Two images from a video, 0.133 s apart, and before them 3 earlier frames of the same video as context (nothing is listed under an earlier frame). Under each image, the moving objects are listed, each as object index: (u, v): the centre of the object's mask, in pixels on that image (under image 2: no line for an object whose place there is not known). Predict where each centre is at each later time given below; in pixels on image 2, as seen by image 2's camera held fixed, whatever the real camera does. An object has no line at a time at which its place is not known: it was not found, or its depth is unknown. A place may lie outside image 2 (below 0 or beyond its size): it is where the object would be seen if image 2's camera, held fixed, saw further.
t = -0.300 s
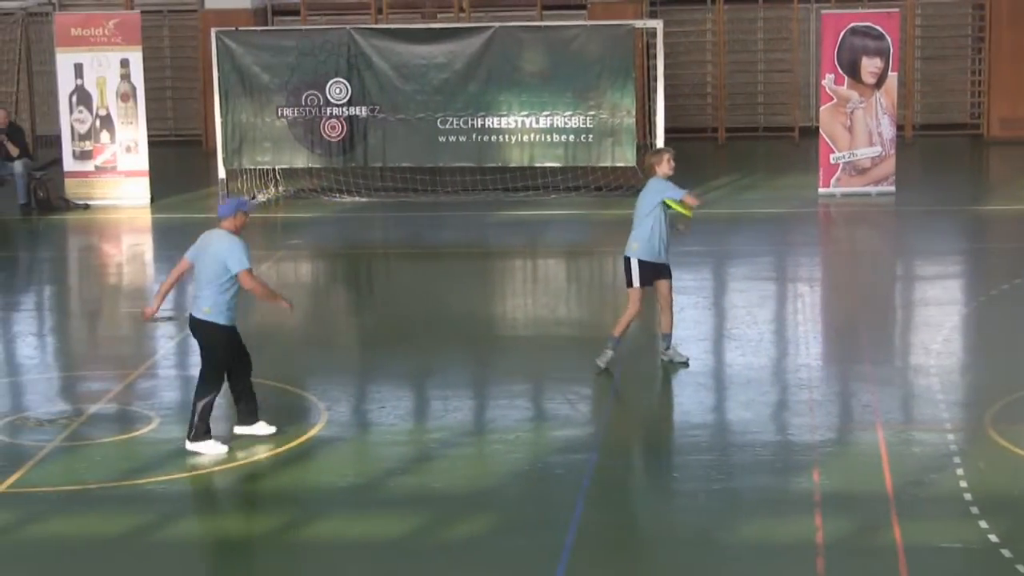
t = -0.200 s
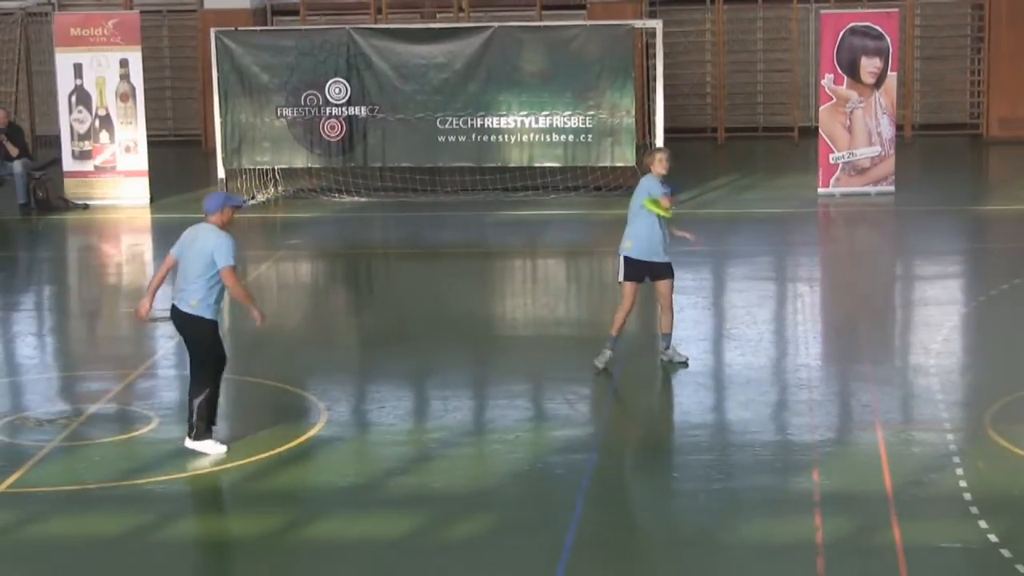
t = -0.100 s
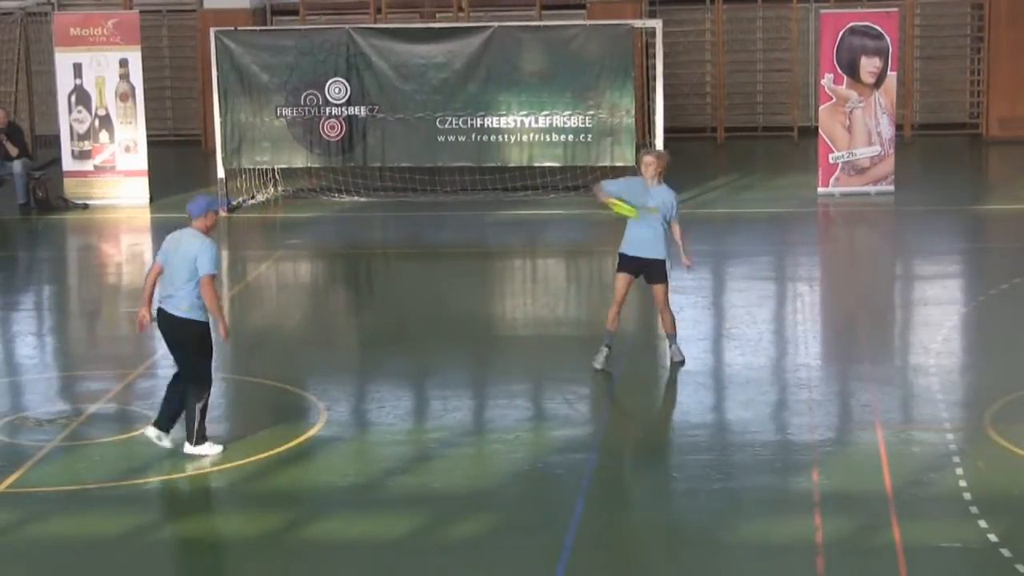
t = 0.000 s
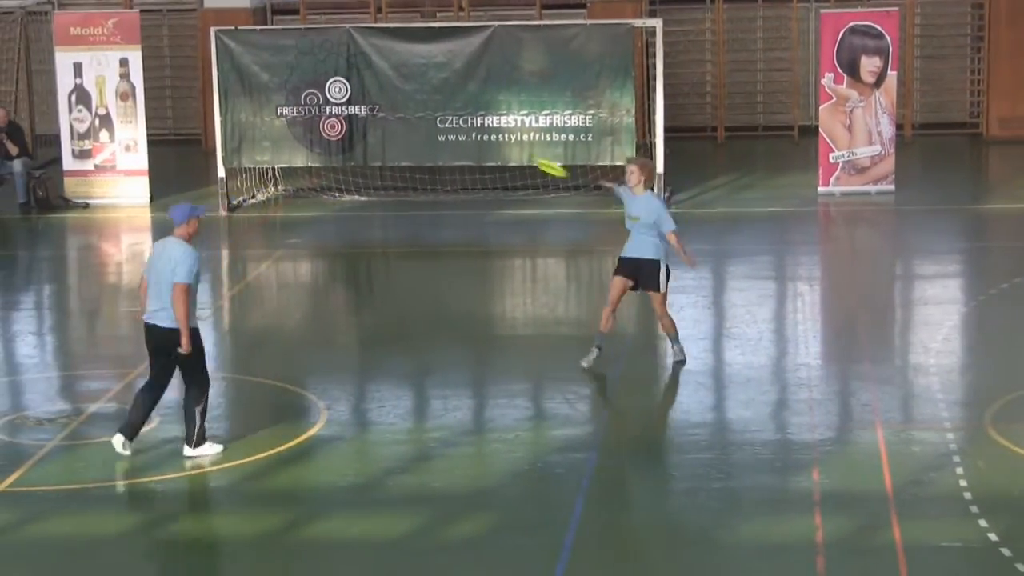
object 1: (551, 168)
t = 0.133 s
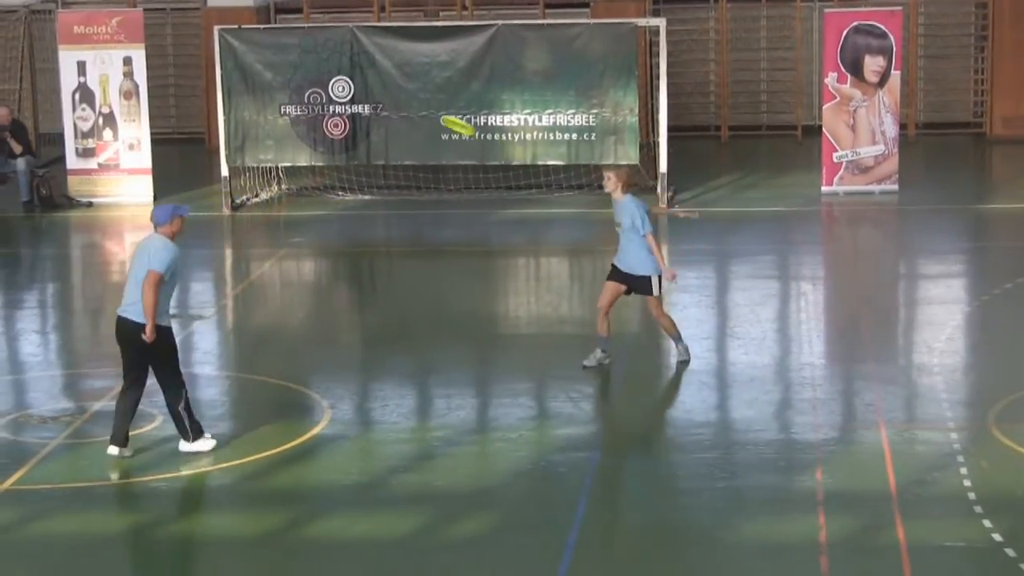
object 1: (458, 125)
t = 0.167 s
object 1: (433, 117)
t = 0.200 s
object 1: (414, 108)
